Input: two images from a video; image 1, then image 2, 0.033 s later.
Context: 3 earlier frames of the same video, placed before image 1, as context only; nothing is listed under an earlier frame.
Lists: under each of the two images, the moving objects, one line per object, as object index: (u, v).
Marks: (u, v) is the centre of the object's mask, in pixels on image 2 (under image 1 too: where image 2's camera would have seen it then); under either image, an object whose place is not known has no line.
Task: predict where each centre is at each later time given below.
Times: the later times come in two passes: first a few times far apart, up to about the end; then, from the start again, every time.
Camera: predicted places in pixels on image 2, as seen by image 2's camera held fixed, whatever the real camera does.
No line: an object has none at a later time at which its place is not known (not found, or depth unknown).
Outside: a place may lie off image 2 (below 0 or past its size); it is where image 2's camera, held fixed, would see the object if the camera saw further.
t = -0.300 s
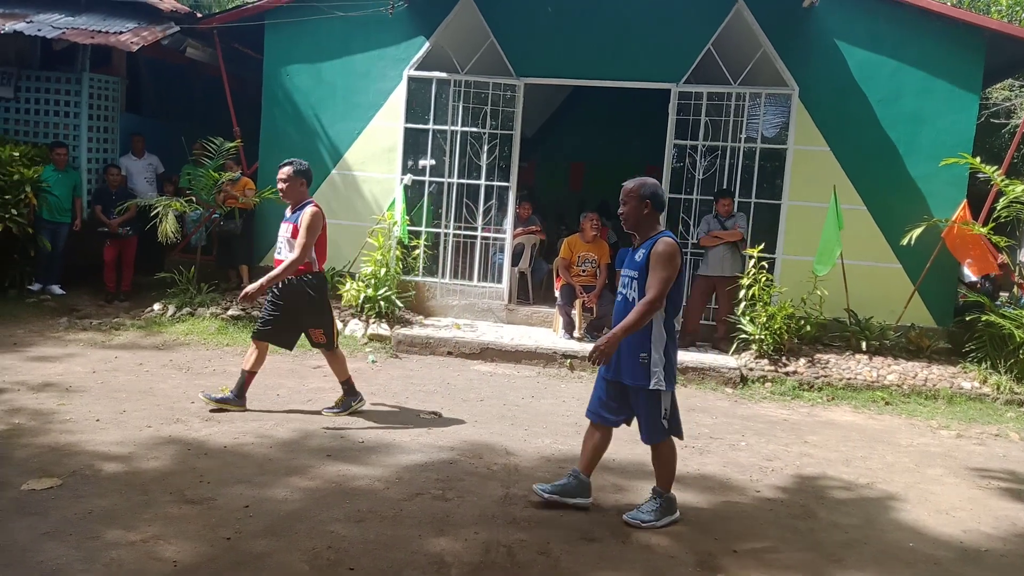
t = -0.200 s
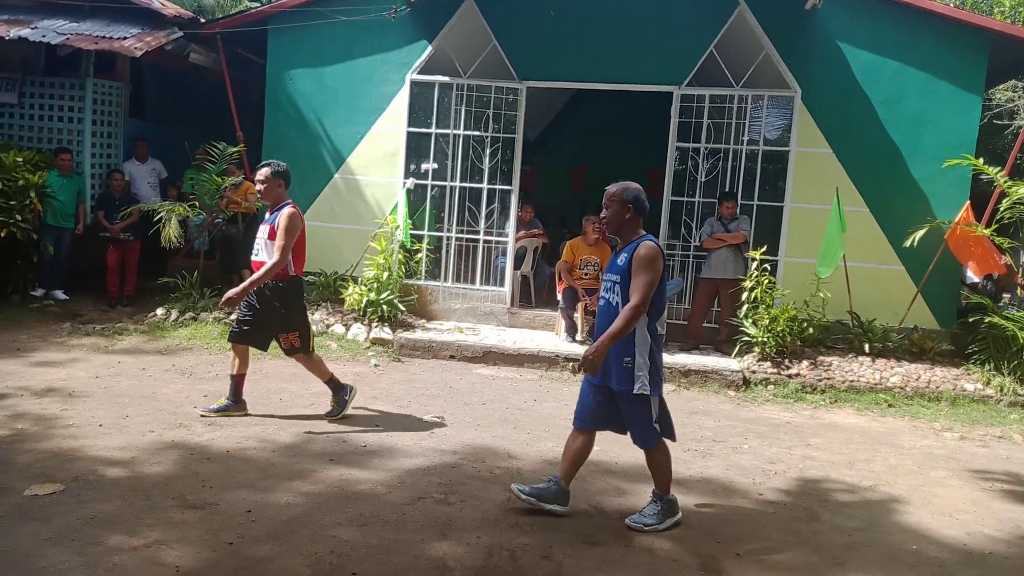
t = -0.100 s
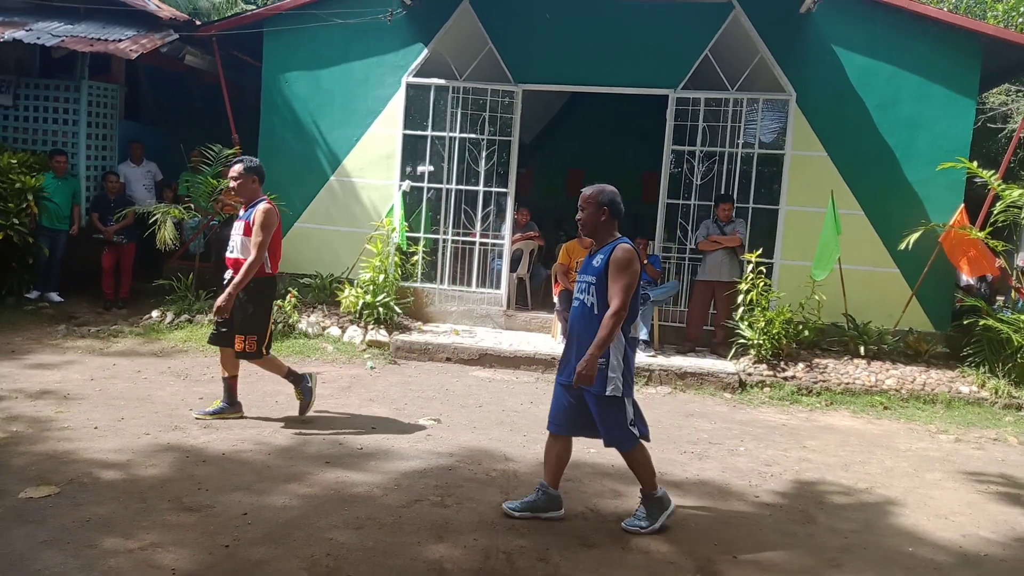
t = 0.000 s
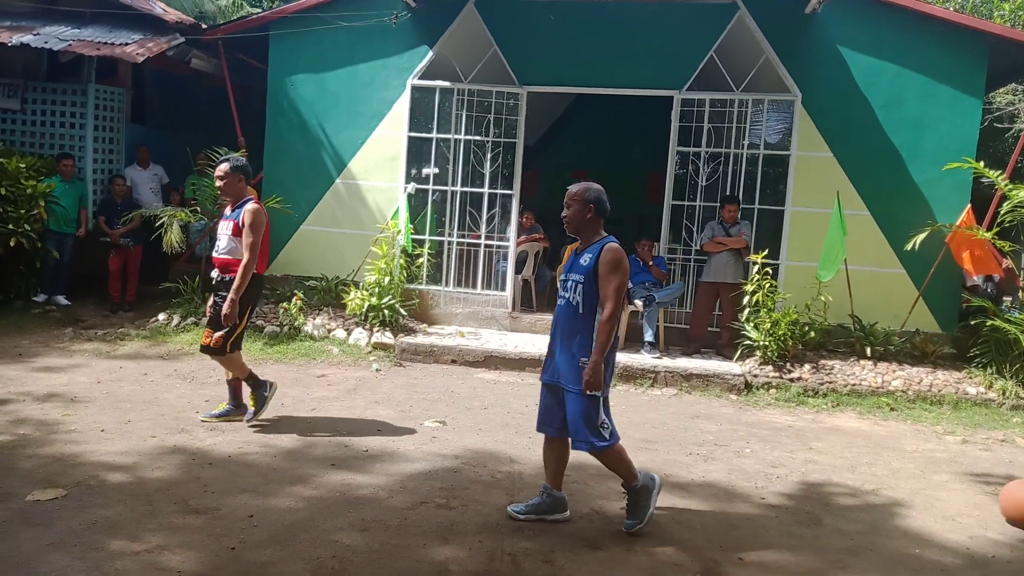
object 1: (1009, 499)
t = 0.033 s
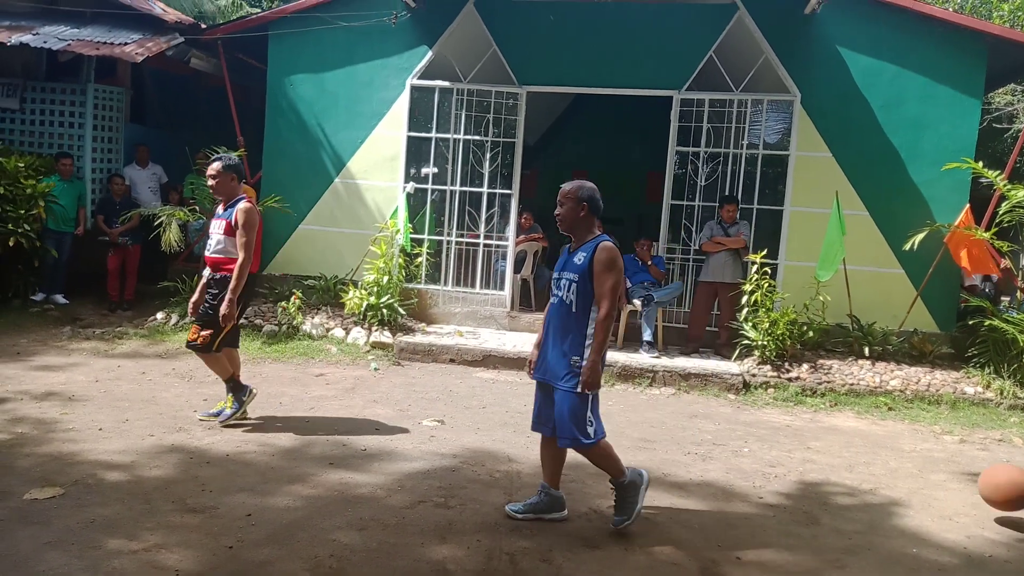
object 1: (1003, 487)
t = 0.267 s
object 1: (873, 400)
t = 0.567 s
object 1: (663, 443)
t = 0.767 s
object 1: (519, 448)
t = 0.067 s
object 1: (989, 469)
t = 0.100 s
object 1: (971, 453)
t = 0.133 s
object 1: (952, 439)
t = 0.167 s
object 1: (934, 425)
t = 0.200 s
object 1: (914, 415)
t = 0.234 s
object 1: (894, 406)
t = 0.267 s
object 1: (873, 400)
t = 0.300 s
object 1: (852, 395)
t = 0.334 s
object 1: (830, 394)
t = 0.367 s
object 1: (808, 393)
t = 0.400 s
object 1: (785, 395)
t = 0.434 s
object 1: (762, 400)
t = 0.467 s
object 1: (737, 407)
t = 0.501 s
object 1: (713, 416)
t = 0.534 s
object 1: (688, 428)
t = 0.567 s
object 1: (663, 443)
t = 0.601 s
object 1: (639, 459)
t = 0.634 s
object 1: (613, 479)
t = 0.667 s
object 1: (586, 502)
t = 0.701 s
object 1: (564, 482)
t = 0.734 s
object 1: (541, 463)
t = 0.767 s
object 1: (519, 448)
